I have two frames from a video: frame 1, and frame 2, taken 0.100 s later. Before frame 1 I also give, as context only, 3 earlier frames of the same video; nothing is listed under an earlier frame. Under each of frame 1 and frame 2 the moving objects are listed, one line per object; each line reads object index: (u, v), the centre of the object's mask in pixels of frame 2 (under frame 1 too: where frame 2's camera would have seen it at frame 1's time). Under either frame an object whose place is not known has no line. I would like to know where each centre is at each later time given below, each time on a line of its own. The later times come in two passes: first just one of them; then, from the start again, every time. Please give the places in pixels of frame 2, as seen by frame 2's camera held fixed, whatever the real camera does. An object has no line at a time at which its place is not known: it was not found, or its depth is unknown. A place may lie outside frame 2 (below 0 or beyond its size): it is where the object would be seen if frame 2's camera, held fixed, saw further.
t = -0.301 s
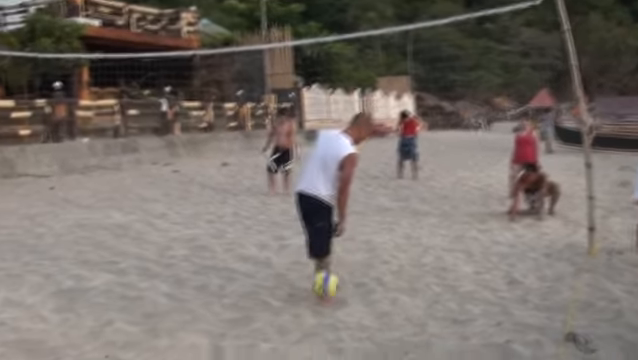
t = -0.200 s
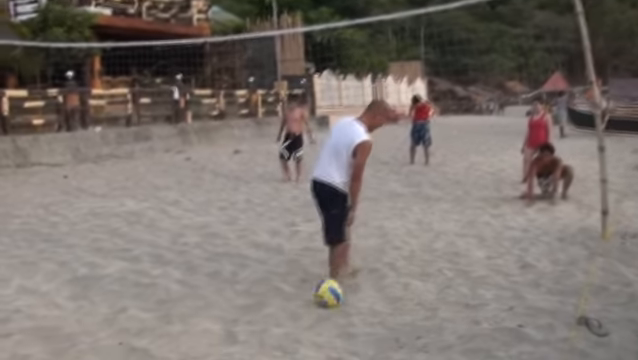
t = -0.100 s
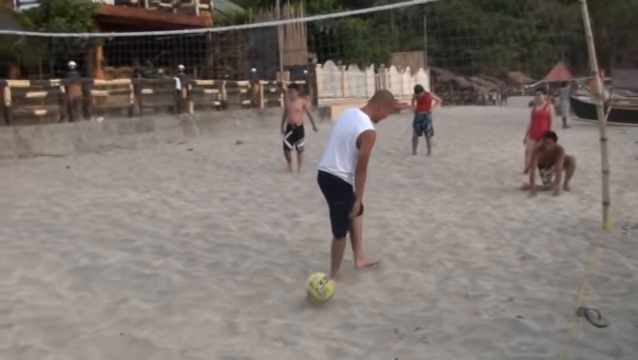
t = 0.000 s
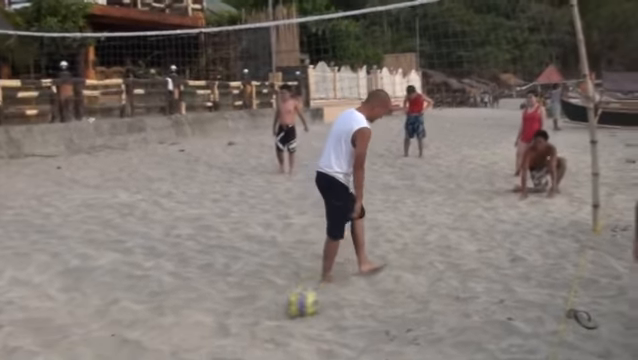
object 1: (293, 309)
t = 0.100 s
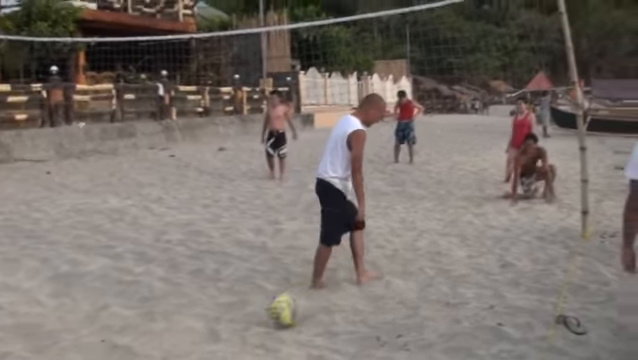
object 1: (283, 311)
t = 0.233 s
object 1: (272, 321)
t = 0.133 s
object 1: (282, 313)
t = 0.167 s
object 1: (277, 317)
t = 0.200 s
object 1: (275, 319)
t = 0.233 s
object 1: (272, 321)
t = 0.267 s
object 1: (269, 325)
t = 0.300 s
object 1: (266, 326)
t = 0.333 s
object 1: (263, 327)
